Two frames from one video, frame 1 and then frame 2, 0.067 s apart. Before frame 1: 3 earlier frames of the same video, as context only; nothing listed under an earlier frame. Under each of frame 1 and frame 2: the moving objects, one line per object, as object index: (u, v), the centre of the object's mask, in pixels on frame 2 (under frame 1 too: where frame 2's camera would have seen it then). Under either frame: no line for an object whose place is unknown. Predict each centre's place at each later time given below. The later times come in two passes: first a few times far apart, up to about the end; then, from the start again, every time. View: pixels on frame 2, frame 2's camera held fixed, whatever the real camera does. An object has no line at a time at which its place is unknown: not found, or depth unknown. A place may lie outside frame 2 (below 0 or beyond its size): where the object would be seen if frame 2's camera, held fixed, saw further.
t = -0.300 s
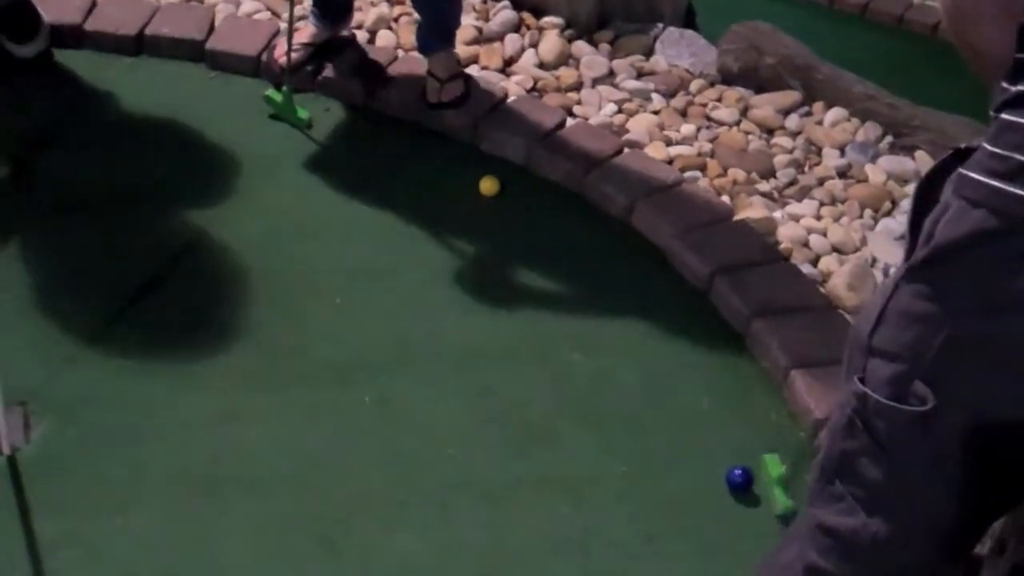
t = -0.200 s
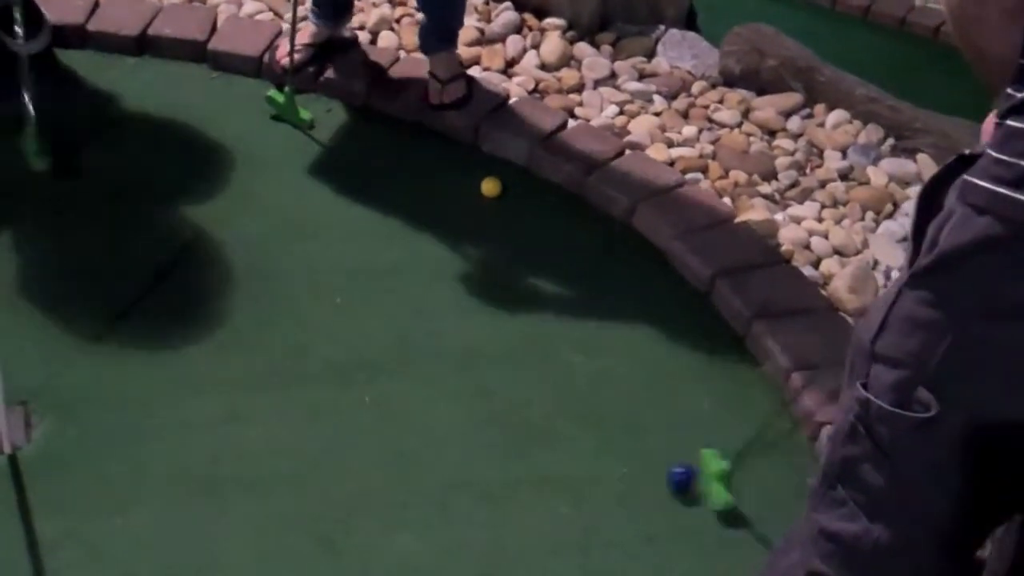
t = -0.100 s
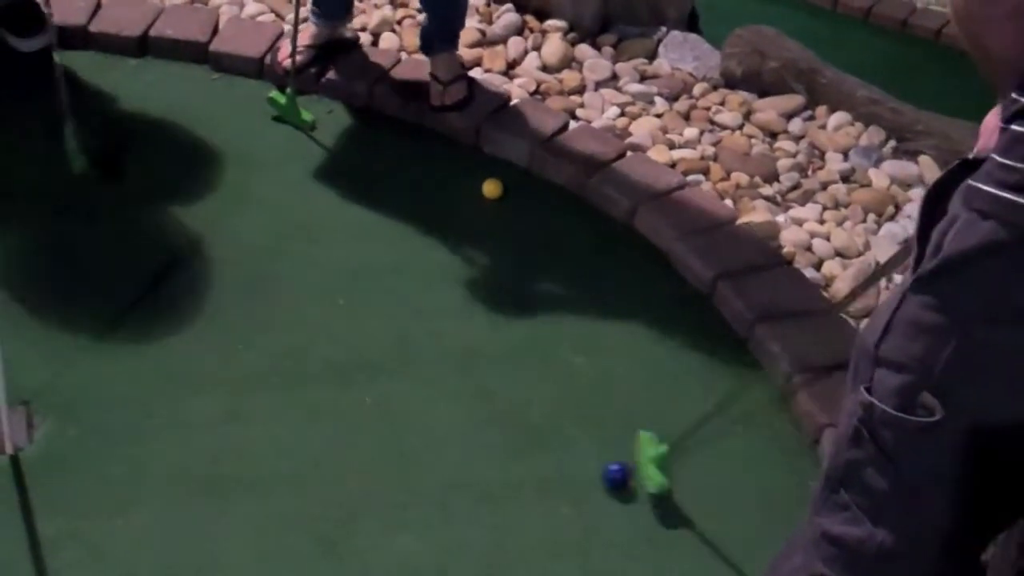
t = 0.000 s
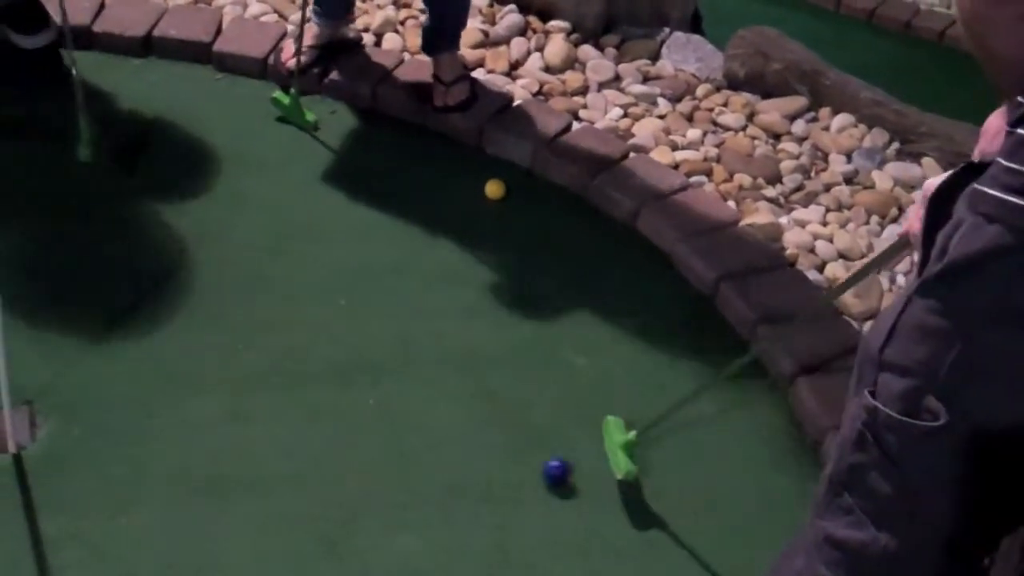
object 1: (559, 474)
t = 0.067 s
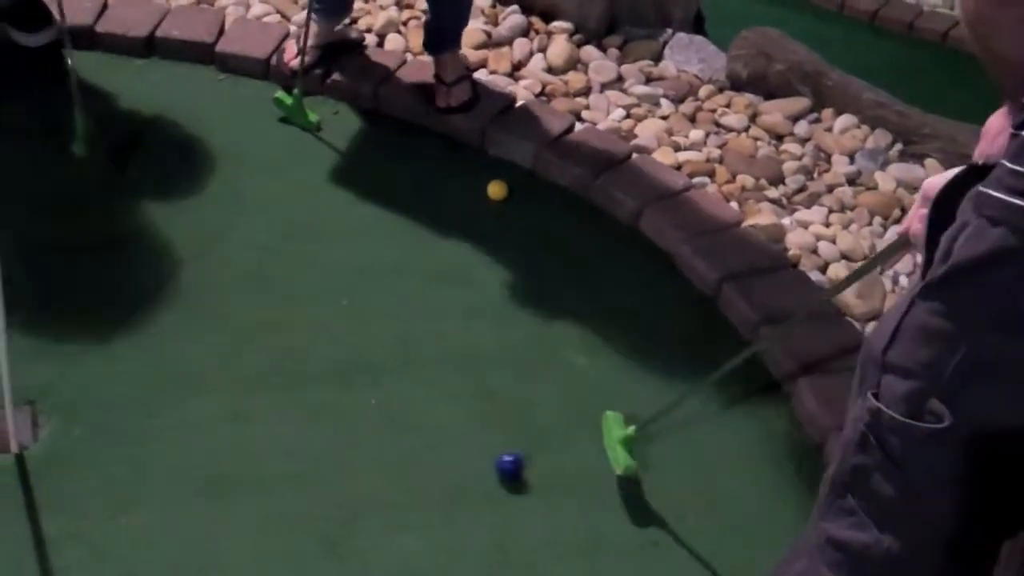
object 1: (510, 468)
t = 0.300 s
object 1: (383, 453)
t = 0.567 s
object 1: (256, 435)
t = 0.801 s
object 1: (177, 419)
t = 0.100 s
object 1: (490, 466)
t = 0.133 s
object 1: (472, 464)
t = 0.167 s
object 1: (453, 462)
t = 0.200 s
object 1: (434, 460)
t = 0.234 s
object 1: (418, 457)
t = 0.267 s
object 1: (400, 454)
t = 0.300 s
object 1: (383, 453)
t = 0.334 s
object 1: (366, 450)
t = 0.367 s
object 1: (348, 448)
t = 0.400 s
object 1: (332, 447)
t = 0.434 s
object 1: (317, 444)
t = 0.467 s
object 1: (301, 442)
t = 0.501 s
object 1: (286, 439)
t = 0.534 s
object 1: (271, 437)
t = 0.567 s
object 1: (256, 435)
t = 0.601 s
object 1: (242, 432)
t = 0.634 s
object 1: (228, 430)
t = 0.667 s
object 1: (214, 427)
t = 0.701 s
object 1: (202, 424)
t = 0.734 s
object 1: (191, 420)
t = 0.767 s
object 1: (182, 419)
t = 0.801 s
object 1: (177, 419)
